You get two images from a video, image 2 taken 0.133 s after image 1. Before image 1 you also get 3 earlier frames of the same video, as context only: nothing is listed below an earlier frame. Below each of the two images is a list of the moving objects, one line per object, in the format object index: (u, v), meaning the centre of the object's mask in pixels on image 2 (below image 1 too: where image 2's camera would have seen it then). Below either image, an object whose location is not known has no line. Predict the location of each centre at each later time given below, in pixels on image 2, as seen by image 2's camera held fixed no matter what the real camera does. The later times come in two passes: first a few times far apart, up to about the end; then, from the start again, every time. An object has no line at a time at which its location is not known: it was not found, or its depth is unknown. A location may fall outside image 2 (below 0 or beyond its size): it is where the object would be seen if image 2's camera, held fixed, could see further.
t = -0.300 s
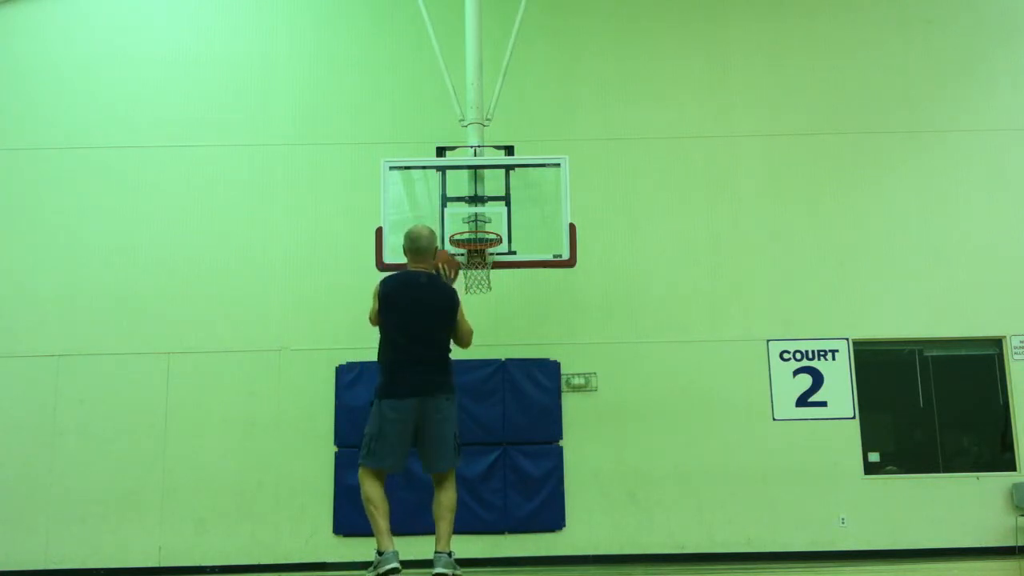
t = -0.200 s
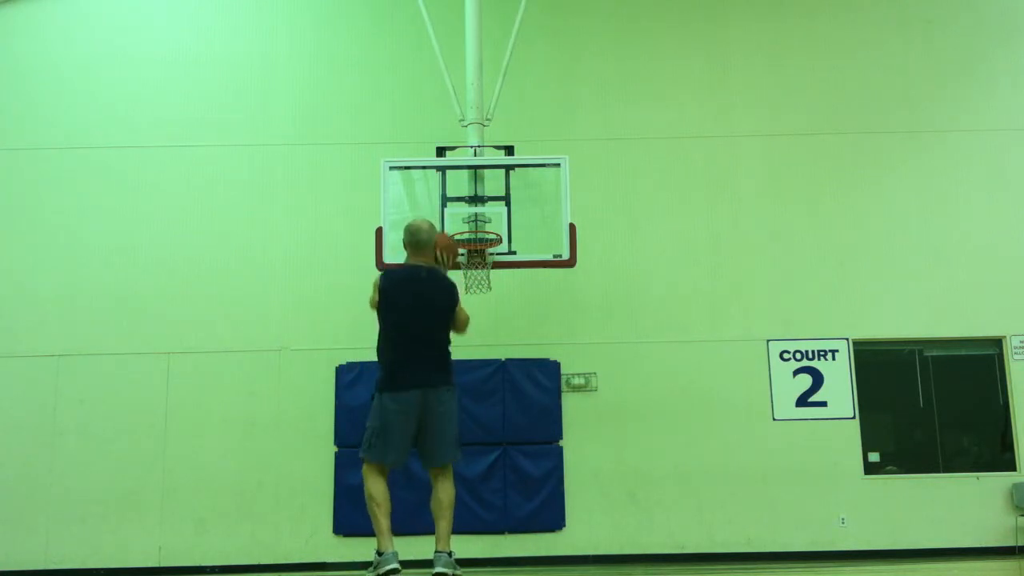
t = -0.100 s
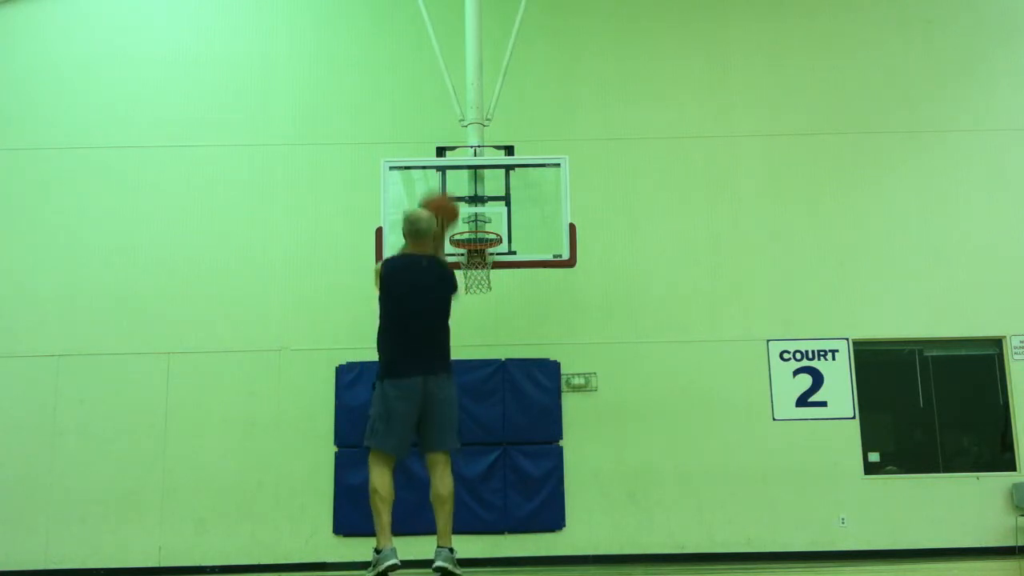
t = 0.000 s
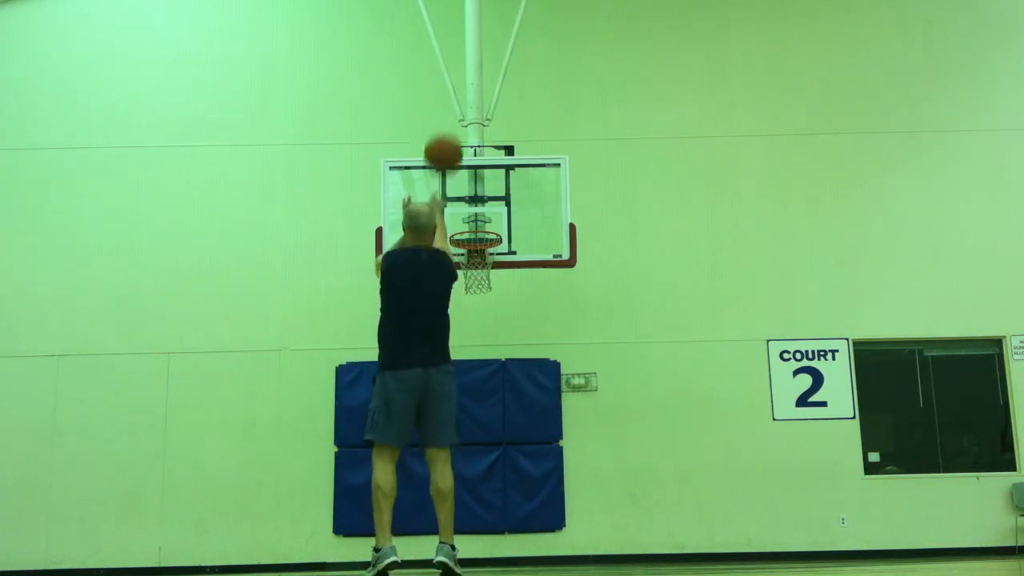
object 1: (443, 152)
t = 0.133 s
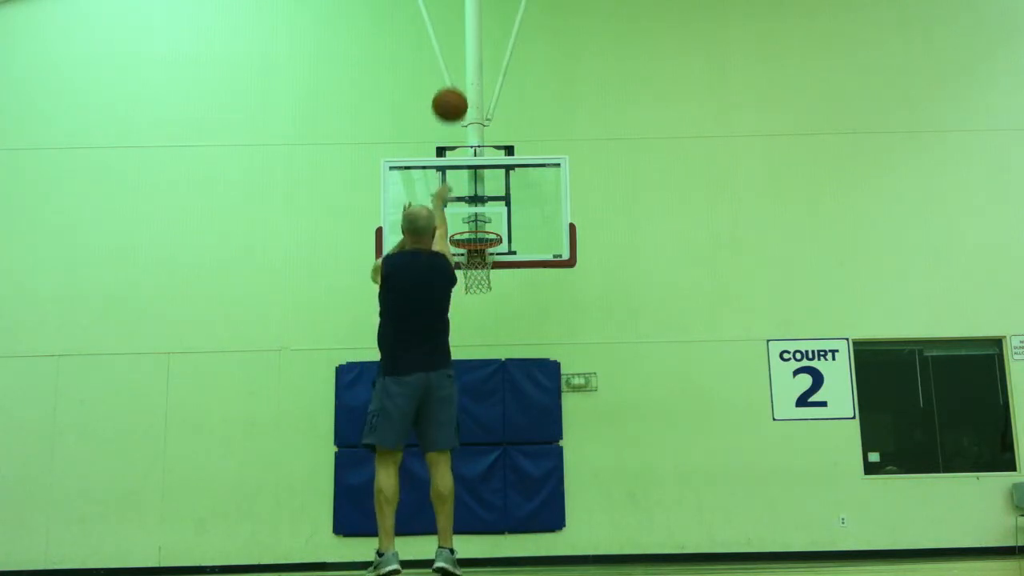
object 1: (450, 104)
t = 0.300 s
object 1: (456, 84)
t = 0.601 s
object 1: (466, 128)
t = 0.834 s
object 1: (474, 219)
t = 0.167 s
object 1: (451, 97)
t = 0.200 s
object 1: (452, 91)
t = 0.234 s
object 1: (453, 88)
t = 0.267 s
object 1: (455, 85)
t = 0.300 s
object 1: (456, 84)
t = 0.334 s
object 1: (457, 84)
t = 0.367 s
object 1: (458, 86)
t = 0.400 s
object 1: (459, 88)
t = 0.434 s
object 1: (461, 92)
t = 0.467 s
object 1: (462, 97)
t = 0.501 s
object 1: (463, 103)
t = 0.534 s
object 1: (464, 111)
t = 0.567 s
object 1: (465, 119)
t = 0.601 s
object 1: (466, 128)
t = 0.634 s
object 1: (468, 139)
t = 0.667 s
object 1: (469, 150)
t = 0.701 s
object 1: (470, 163)
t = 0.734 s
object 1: (471, 176)
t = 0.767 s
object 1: (473, 188)
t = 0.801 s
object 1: (474, 204)
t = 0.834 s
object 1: (474, 219)
